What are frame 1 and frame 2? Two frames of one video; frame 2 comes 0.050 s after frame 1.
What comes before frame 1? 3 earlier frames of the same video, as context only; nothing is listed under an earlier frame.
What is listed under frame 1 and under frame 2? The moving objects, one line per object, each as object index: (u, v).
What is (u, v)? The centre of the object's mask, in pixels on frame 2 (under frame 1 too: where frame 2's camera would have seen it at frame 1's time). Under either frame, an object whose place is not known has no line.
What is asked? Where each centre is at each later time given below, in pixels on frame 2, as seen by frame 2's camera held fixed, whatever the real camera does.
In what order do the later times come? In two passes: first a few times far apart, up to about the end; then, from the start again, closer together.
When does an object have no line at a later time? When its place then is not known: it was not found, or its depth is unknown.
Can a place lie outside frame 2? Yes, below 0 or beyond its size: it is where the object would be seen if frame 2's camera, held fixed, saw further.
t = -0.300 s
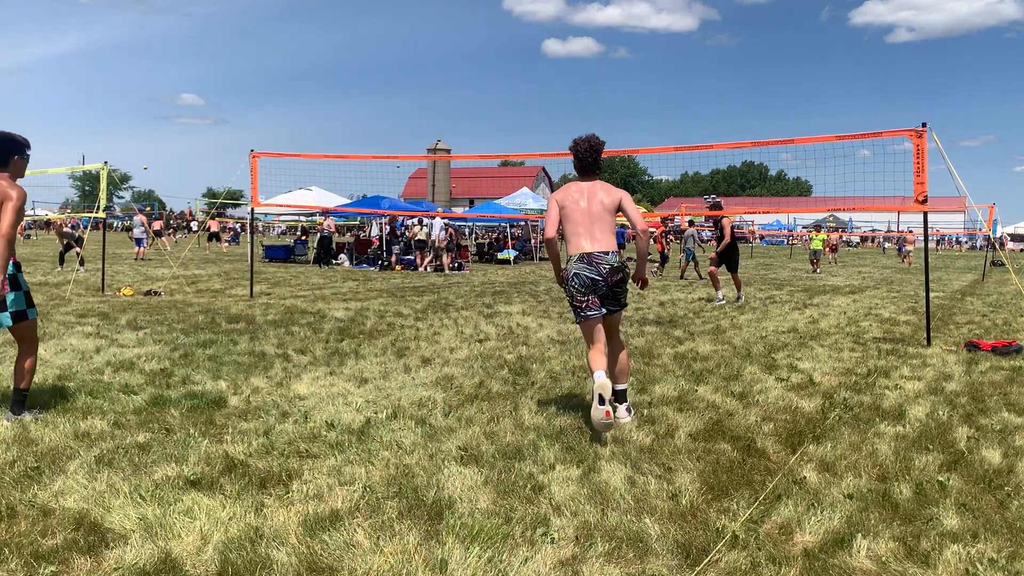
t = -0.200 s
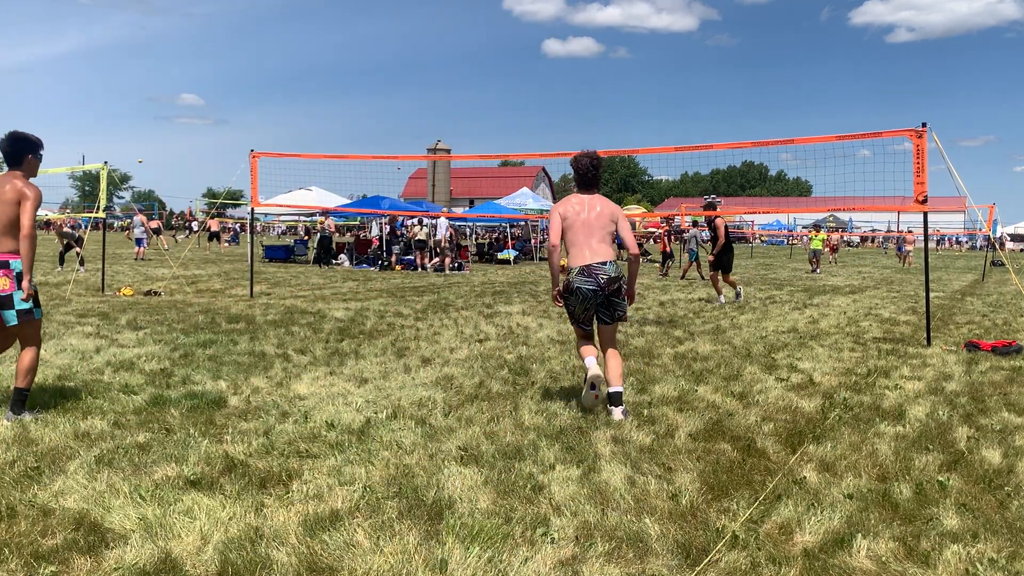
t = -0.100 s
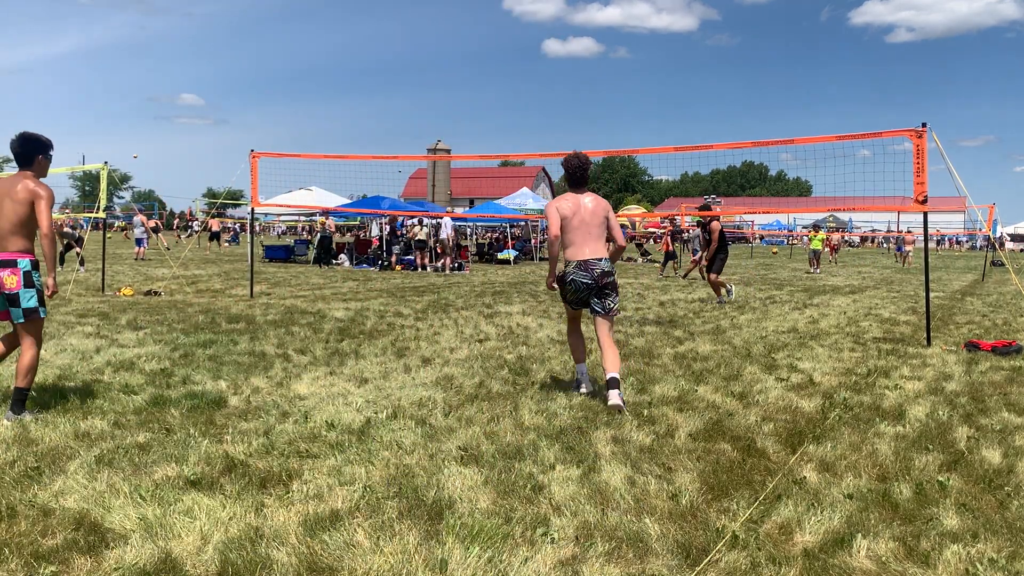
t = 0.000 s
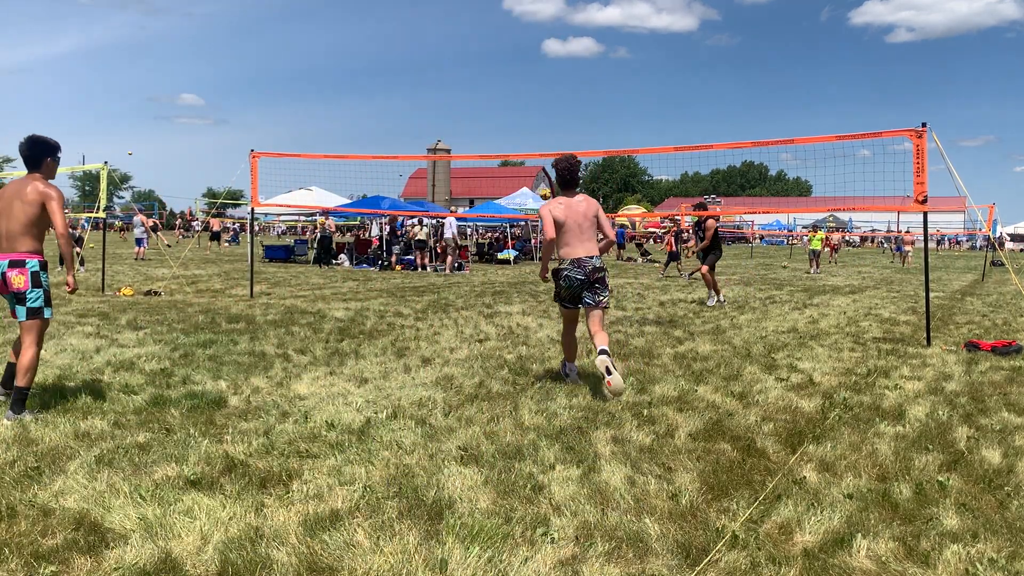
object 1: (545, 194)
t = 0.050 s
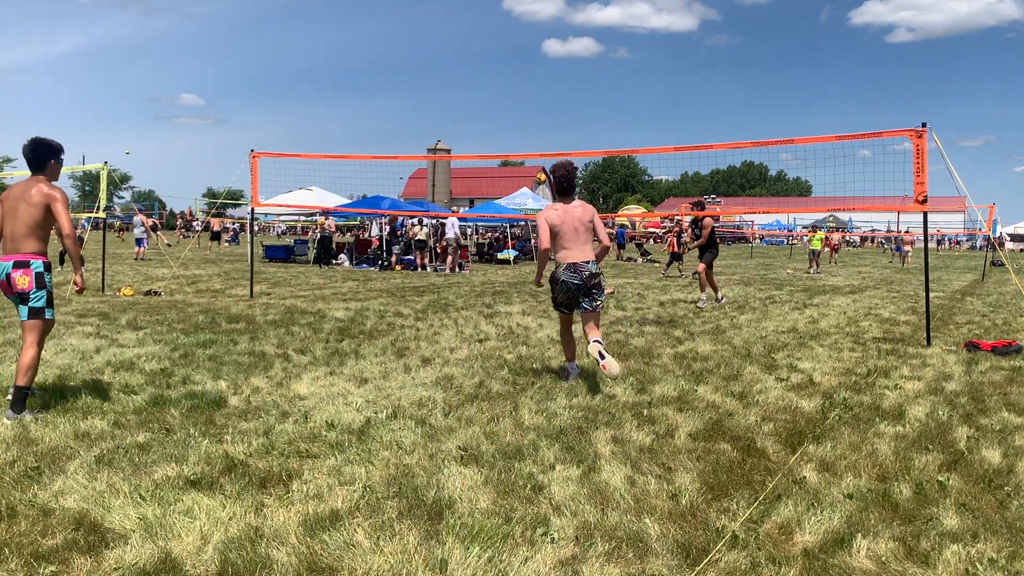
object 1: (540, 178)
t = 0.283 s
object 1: (517, 126)
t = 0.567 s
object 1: (487, 102)
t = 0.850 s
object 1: (457, 123)
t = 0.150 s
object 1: (530, 150)
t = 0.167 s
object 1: (529, 148)
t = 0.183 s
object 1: (527, 145)
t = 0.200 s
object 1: (525, 141)
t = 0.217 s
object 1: (524, 138)
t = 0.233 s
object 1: (522, 135)
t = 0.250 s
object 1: (520, 132)
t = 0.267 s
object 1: (518, 129)
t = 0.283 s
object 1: (517, 126)
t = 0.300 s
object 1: (515, 123)
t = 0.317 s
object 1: (513, 121)
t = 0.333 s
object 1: (512, 118)
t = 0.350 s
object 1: (510, 116)
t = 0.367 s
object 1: (508, 114)
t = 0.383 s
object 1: (507, 112)
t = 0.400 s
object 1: (505, 111)
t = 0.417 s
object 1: (503, 109)
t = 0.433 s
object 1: (501, 108)
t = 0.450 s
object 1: (500, 106)
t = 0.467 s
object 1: (498, 105)
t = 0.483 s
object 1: (496, 104)
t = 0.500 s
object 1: (494, 104)
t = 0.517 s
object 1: (493, 103)
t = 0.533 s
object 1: (491, 103)
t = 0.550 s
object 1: (489, 102)
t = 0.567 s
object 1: (487, 102)
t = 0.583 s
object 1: (486, 102)
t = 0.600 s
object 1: (484, 102)
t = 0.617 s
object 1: (482, 103)
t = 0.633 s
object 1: (481, 103)
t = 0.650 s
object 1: (479, 104)
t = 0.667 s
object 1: (476, 105)
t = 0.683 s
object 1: (475, 105)
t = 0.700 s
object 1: (473, 107)
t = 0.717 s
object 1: (471, 108)
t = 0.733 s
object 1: (470, 109)
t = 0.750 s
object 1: (468, 111)
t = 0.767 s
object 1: (466, 112)
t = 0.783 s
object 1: (464, 115)
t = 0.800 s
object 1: (463, 117)
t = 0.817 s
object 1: (460, 119)
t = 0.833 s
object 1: (459, 121)
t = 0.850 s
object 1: (457, 123)
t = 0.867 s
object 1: (455, 126)
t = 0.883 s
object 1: (454, 129)
